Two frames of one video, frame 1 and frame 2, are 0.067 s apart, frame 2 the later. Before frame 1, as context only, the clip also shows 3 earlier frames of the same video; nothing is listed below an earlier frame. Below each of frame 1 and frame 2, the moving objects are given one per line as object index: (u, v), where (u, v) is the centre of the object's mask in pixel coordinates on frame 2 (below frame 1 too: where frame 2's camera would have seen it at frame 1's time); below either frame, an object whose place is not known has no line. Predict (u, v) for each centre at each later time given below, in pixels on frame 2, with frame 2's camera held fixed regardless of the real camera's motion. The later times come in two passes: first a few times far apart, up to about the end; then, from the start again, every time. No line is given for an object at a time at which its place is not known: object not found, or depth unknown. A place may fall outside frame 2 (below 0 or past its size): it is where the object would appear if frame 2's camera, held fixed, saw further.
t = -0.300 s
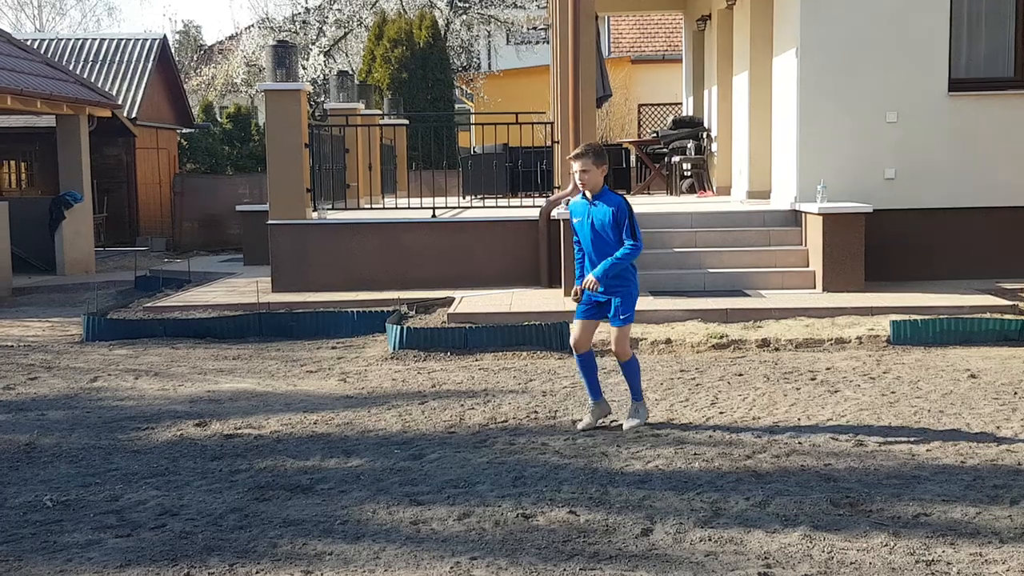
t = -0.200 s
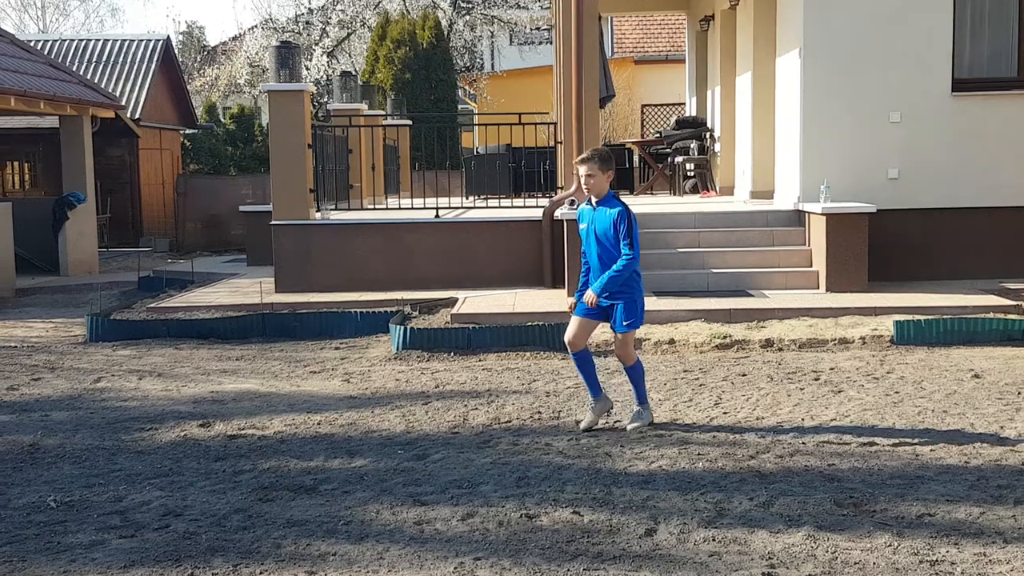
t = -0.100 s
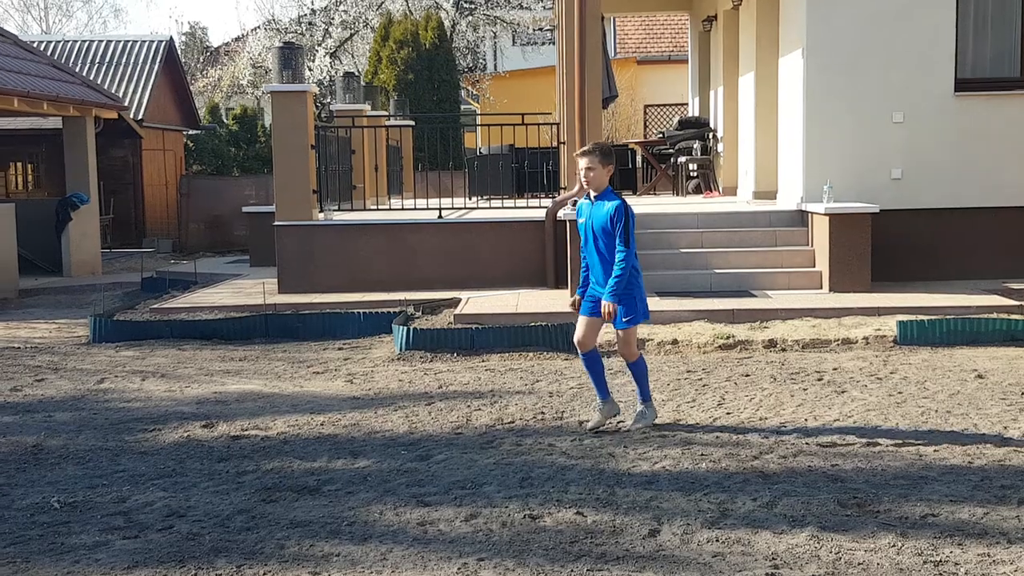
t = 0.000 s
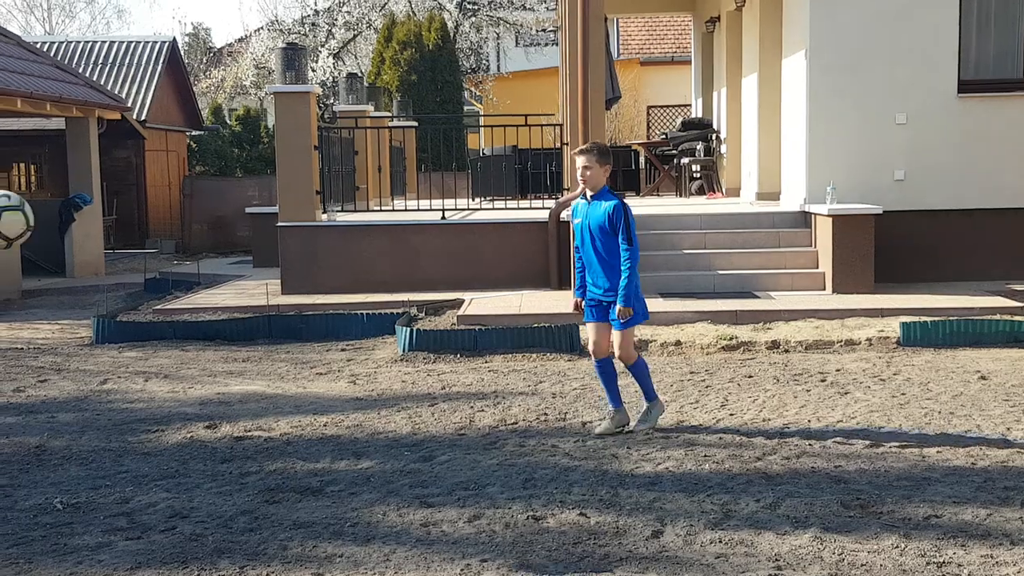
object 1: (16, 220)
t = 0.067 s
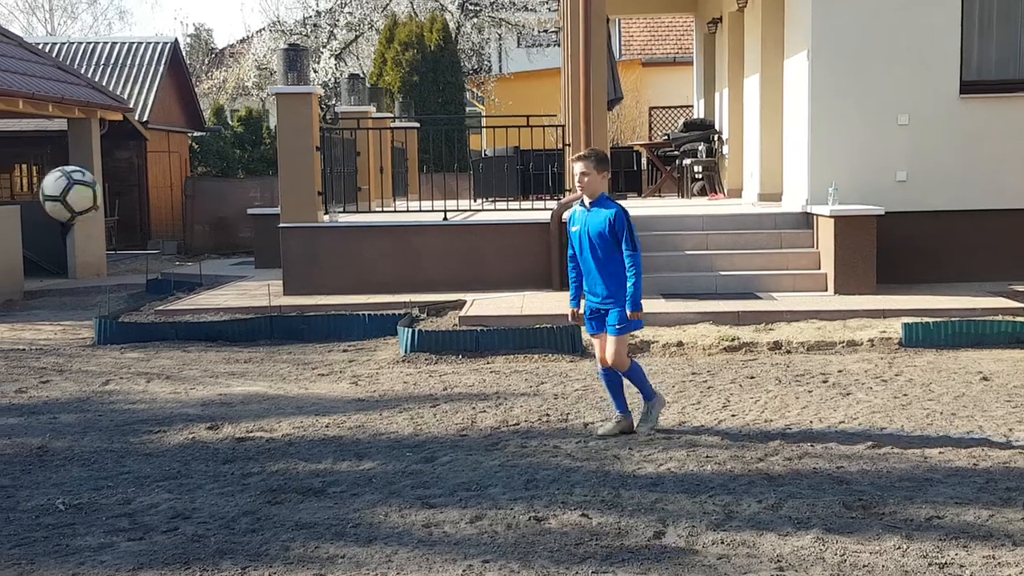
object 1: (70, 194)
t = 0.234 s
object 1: (220, 186)
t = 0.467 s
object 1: (391, 280)
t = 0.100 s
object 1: (102, 186)
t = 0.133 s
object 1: (133, 182)
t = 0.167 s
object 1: (163, 180)
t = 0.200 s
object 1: (192, 181)
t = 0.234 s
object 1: (220, 186)
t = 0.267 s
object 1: (247, 192)
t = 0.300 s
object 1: (272, 201)
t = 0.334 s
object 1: (298, 213)
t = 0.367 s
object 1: (322, 227)
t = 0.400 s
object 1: (346, 243)
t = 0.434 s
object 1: (369, 260)
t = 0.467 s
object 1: (391, 280)
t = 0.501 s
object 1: (412, 302)
